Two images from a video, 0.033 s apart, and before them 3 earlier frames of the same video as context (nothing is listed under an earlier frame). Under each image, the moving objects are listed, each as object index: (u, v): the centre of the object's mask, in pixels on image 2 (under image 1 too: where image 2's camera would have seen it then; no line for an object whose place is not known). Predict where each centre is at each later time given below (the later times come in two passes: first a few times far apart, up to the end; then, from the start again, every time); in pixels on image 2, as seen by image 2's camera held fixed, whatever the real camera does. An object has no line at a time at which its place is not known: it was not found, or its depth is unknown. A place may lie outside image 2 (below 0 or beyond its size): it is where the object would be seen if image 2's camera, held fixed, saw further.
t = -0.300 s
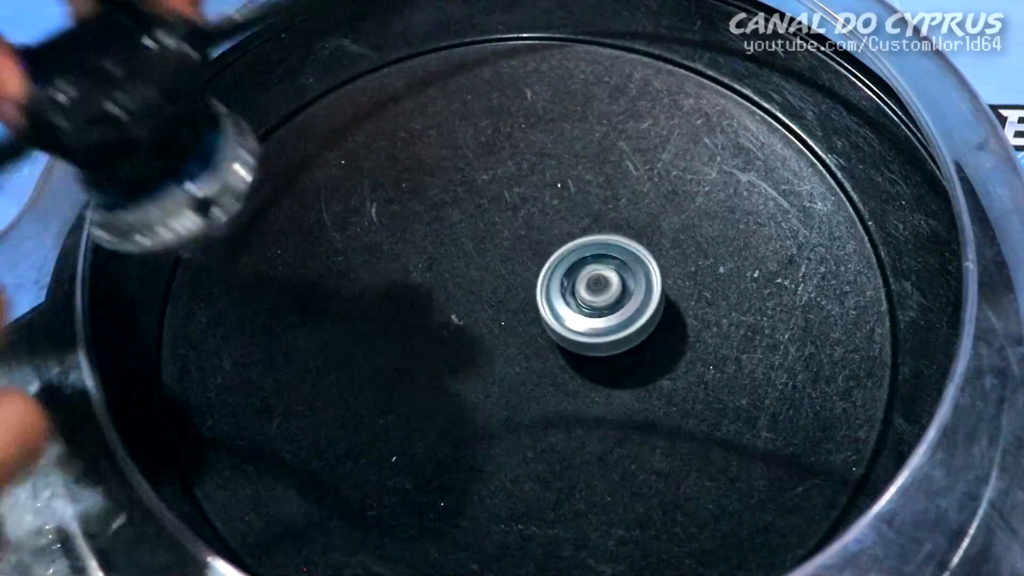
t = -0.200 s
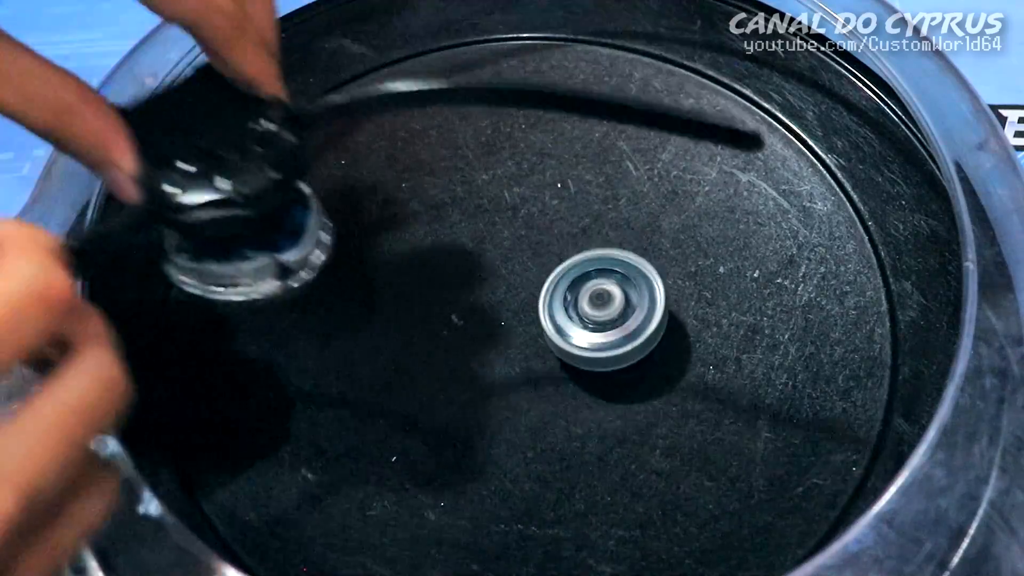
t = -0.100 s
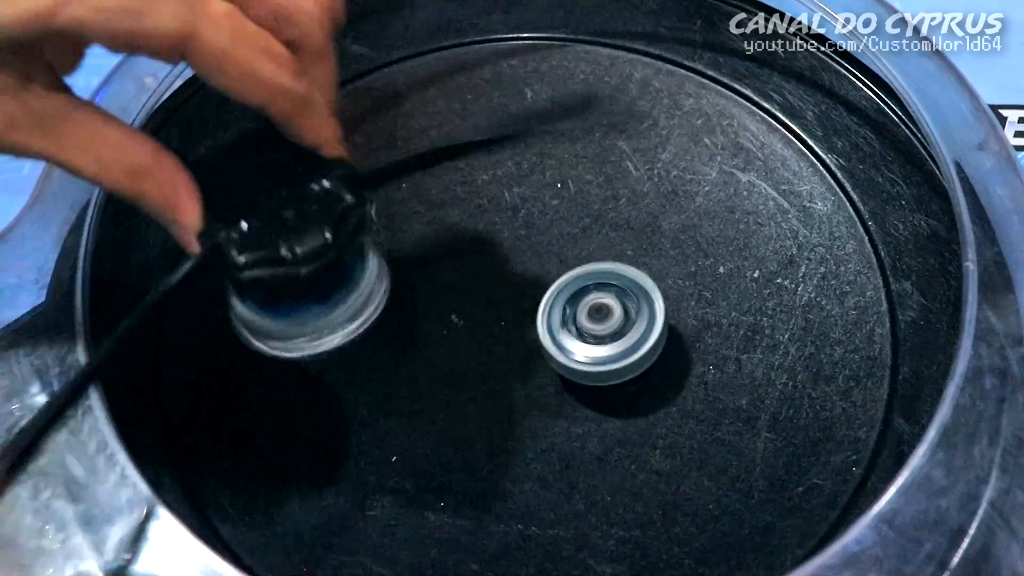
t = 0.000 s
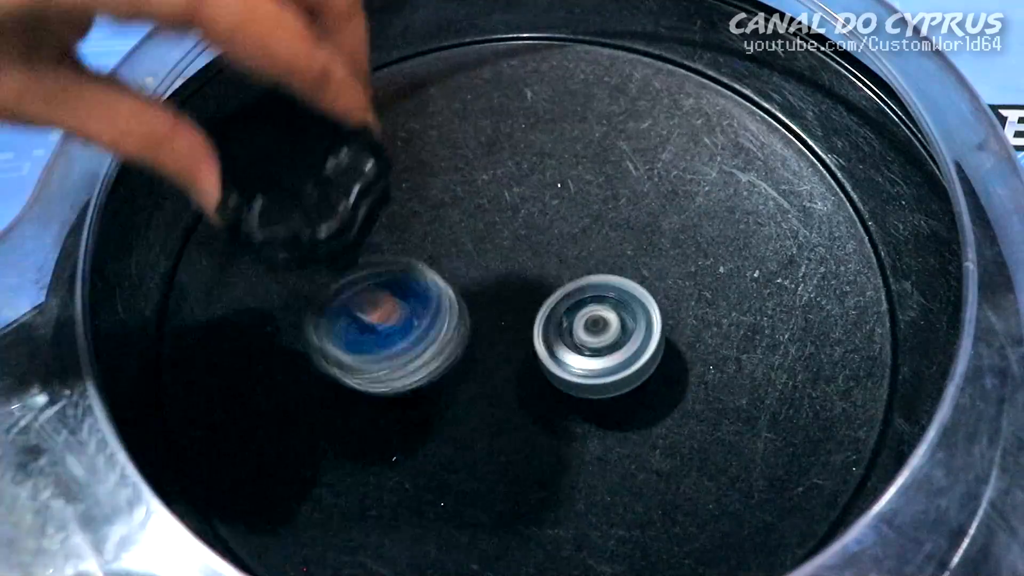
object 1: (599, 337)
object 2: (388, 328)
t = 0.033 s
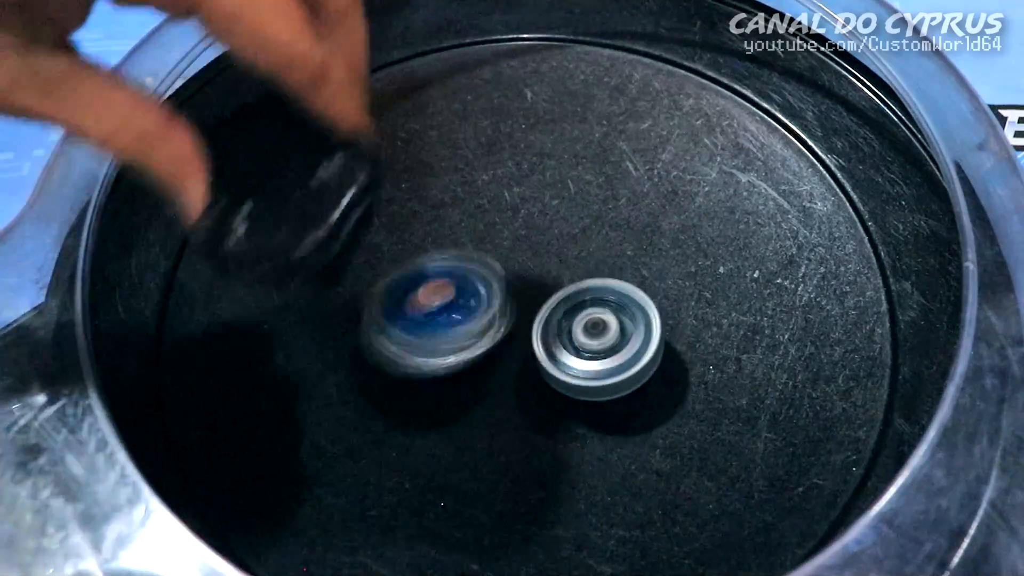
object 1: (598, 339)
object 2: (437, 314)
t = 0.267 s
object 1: (819, 518)
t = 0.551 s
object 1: (831, 486)
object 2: (404, 237)
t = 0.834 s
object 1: (705, 406)
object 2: (431, 462)
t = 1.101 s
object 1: (574, 358)
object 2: (410, 470)
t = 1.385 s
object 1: (467, 318)
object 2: (396, 435)
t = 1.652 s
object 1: (407, 268)
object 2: (402, 387)
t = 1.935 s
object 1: (408, 39)
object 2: (459, 480)
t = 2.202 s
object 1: (434, 172)
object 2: (535, 399)
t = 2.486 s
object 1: (490, 208)
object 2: (594, 333)
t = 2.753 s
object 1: (553, 204)
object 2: (651, 331)
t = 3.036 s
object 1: (596, 245)
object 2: (692, 350)
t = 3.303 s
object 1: (580, 275)
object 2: (706, 385)
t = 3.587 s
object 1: (522, 323)
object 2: (690, 417)
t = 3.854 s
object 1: (386, 333)
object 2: (666, 450)
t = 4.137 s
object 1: (350, 361)
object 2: (582, 415)
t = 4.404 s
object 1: (368, 363)
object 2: (520, 358)
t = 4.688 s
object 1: (376, 333)
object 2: (542, 287)
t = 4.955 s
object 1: (439, 305)
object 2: (558, 244)
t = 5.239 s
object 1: (480, 296)
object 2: (606, 225)
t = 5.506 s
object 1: (517, 303)
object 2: (656, 234)
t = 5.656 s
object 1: (536, 309)
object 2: (664, 254)
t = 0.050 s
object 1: (598, 341)
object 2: (456, 297)
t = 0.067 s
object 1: (598, 345)
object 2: (478, 283)
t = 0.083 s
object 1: (621, 365)
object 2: (484, 253)
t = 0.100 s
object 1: (658, 395)
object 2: (476, 220)
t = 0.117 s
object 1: (693, 429)
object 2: (469, 181)
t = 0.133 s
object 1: (723, 455)
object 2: (465, 144)
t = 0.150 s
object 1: (751, 480)
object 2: (458, 113)
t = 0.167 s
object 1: (772, 496)
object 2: (452, 82)
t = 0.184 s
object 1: (786, 503)
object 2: (446, 51)
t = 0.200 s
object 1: (796, 506)
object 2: (439, 34)
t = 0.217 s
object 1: (804, 510)
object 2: (433, 21)
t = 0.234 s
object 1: (810, 515)
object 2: (425, 15)
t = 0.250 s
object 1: (815, 516)
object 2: (419, 9)
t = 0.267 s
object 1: (819, 518)
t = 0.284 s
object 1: (821, 519)
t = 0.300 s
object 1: (824, 519)
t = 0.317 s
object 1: (826, 517)
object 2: (405, 10)
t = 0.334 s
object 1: (828, 515)
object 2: (405, 13)
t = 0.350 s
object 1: (830, 512)
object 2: (404, 17)
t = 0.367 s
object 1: (832, 509)
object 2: (403, 21)
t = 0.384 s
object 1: (834, 507)
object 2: (404, 28)
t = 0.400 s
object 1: (835, 505)
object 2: (403, 35)
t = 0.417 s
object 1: (835, 502)
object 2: (402, 45)
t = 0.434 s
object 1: (835, 500)
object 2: (402, 59)
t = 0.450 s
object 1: (835, 497)
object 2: (401, 82)
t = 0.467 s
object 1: (835, 496)
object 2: (401, 107)
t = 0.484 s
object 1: (836, 493)
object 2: (400, 132)
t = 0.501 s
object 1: (836, 490)
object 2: (401, 159)
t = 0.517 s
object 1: (835, 488)
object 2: (401, 184)
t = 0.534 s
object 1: (833, 487)
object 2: (402, 210)
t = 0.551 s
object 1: (831, 486)
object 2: (404, 237)
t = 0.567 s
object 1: (830, 485)
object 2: (405, 262)
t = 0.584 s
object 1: (828, 483)
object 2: (407, 285)
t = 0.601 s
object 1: (825, 482)
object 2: (410, 310)
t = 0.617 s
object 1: (822, 481)
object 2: (413, 333)
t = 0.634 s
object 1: (817, 478)
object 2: (415, 352)
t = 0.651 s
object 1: (810, 473)
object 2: (418, 371)
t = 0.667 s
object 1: (801, 466)
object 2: (422, 389)
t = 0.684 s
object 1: (790, 459)
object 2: (424, 403)
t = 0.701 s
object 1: (781, 453)
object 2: (427, 416)
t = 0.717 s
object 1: (771, 445)
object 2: (430, 428)
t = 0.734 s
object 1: (761, 439)
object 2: (431, 436)
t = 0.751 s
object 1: (752, 433)
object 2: (432, 443)
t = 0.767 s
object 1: (744, 428)
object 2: (432, 449)
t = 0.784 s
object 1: (734, 422)
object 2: (432, 453)
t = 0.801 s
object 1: (724, 416)
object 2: (432, 457)
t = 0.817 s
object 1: (715, 411)
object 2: (432, 461)
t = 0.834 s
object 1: (705, 406)
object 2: (431, 462)
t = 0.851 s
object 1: (696, 402)
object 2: (430, 465)
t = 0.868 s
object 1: (687, 397)
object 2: (428, 466)
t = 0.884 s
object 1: (678, 393)
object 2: (427, 467)
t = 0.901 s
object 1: (669, 390)
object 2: (425, 469)
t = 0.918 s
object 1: (660, 387)
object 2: (423, 471)
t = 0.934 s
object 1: (651, 384)
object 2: (422, 472)
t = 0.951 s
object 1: (642, 380)
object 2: (420, 473)
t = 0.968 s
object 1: (634, 377)
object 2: (420, 473)
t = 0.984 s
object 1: (627, 375)
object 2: (419, 473)
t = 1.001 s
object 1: (620, 372)
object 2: (417, 473)
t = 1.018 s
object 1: (612, 369)
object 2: (417, 473)
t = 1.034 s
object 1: (605, 367)
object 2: (415, 472)
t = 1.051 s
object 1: (597, 366)
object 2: (414, 472)
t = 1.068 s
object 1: (590, 363)
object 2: (413, 472)
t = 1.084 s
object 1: (582, 361)
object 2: (411, 470)
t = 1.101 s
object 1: (574, 358)
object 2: (410, 470)
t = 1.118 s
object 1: (567, 356)
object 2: (409, 469)
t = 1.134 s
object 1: (560, 353)
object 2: (408, 467)
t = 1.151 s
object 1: (553, 351)
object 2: (407, 466)
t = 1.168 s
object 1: (546, 348)
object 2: (407, 465)
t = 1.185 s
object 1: (540, 346)
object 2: (406, 463)
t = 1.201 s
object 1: (534, 344)
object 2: (405, 461)
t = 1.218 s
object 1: (527, 342)
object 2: (404, 459)
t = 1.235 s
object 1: (520, 339)
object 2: (403, 457)
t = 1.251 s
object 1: (513, 337)
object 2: (401, 455)
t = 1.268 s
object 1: (507, 335)
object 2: (401, 453)
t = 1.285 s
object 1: (501, 333)
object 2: (400, 450)
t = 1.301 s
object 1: (495, 330)
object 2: (399, 448)
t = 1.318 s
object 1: (489, 327)
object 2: (399, 446)
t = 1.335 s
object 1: (483, 326)
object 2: (398, 443)
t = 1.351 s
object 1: (478, 323)
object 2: (397, 440)
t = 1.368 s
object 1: (473, 321)
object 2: (397, 438)
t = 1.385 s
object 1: (467, 318)
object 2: (396, 435)
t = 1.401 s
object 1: (462, 316)
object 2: (394, 432)
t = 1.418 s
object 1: (457, 314)
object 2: (394, 430)
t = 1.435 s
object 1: (453, 311)
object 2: (394, 427)
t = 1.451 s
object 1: (449, 308)
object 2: (394, 424)
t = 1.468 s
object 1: (444, 306)
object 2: (395, 422)
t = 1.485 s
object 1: (441, 304)
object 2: (395, 418)
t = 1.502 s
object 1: (437, 302)
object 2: (395, 415)
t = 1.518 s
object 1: (434, 298)
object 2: (396, 412)
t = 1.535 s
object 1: (431, 294)
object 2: (396, 409)
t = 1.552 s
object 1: (429, 289)
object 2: (396, 407)
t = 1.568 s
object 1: (426, 284)
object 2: (396, 405)
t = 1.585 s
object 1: (423, 280)
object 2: (396, 401)
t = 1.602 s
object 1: (419, 277)
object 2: (397, 398)
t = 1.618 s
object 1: (415, 274)
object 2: (399, 395)
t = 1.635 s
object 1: (411, 271)
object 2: (401, 390)
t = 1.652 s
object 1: (407, 268)
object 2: (402, 387)
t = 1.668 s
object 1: (402, 265)
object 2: (404, 385)
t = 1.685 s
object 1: (402, 245)
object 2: (402, 401)
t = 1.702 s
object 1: (405, 220)
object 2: (401, 423)
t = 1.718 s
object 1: (406, 194)
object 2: (400, 443)
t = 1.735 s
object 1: (409, 171)
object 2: (401, 460)
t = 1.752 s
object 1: (411, 151)
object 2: (403, 475)
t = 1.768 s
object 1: (412, 133)
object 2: (407, 487)
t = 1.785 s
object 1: (413, 115)
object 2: (411, 496)
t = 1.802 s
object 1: (413, 98)
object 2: (415, 502)
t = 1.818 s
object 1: (412, 84)
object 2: (421, 503)
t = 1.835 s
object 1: (411, 68)
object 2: (426, 504)
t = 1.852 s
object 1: (409, 54)
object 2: (431, 502)
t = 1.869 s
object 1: (407, 46)
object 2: (437, 498)
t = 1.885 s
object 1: (407, 41)
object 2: (443, 495)
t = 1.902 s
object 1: (408, 40)
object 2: (448, 490)
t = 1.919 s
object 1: (407, 39)
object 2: (454, 485)
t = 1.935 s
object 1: (408, 39)
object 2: (459, 480)
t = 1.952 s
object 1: (408, 41)
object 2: (465, 475)
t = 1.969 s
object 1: (409, 44)
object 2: (470, 470)
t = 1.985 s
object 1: (409, 49)
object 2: (475, 465)
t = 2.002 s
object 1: (410, 56)
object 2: (480, 459)
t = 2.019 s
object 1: (412, 64)
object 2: (486, 454)
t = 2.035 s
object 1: (413, 74)
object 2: (491, 448)
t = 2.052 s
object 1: (414, 84)
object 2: (495, 442)
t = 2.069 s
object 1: (416, 93)
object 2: (500, 438)
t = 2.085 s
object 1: (418, 102)
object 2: (505, 432)
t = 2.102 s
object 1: (419, 113)
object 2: (509, 427)
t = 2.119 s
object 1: (421, 123)
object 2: (513, 423)
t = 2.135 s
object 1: (423, 133)
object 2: (518, 417)
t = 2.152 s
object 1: (426, 144)
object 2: (522, 413)
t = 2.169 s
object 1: (428, 154)
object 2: (527, 408)
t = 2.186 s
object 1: (431, 163)
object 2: (531, 403)
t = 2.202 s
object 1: (434, 172)
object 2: (535, 399)
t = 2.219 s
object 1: (437, 180)
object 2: (540, 393)
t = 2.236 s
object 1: (440, 186)
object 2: (543, 389)
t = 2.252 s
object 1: (443, 192)
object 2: (547, 385)
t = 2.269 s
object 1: (446, 196)
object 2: (551, 379)
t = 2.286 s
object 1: (449, 200)
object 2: (554, 376)
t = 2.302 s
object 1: (451, 202)
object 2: (558, 371)
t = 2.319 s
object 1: (454, 205)
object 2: (561, 367)
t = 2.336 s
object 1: (457, 206)
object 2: (565, 364)
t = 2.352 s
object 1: (460, 207)
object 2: (568, 360)
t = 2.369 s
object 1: (463, 207)
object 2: (571, 356)
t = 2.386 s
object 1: (467, 208)
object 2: (575, 353)
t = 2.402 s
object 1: (470, 207)
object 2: (579, 349)
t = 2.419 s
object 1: (474, 207)
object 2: (582, 346)
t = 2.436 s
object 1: (478, 208)
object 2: (585, 342)
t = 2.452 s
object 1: (482, 208)
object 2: (588, 339)
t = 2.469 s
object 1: (486, 208)
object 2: (591, 336)
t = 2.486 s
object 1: (490, 208)
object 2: (594, 333)
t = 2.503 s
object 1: (494, 209)
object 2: (597, 330)
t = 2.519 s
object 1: (499, 208)
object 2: (600, 328)
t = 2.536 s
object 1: (503, 209)
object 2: (603, 326)
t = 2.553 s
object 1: (508, 210)
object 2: (605, 324)
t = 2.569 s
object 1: (513, 210)
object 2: (608, 322)
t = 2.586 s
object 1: (517, 210)
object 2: (611, 319)
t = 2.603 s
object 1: (522, 211)
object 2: (614, 317)
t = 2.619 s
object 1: (527, 213)
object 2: (616, 315)
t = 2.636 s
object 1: (532, 213)
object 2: (619, 312)
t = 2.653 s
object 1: (536, 215)
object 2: (622, 310)
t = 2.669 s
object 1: (540, 217)
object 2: (625, 308)
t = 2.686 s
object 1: (544, 217)
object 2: (628, 308)
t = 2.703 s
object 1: (546, 212)
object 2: (635, 316)
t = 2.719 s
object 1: (547, 208)
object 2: (640, 322)
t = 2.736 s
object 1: (550, 205)
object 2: (646, 327)
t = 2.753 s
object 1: (553, 204)
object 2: (651, 331)
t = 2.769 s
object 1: (558, 204)
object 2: (654, 334)
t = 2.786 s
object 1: (562, 207)
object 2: (656, 336)
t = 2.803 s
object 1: (567, 209)
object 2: (658, 337)
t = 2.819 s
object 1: (570, 211)
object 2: (659, 338)
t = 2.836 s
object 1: (573, 214)
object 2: (661, 338)
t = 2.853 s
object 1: (576, 217)
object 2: (662, 338)
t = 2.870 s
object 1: (578, 219)
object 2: (665, 338)
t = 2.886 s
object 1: (580, 221)
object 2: (667, 339)
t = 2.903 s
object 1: (584, 225)
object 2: (669, 339)
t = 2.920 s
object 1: (586, 227)
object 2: (672, 339)
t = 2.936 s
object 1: (588, 230)
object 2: (674, 339)
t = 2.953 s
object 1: (591, 234)
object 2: (677, 340)
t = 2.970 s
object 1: (594, 237)
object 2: (680, 340)
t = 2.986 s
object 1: (595, 240)
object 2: (681, 340)
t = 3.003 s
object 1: (597, 245)
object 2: (684, 341)
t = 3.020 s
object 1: (598, 247)
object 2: (685, 342)
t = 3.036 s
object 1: (596, 245)
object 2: (692, 350)
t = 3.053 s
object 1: (592, 241)
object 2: (697, 358)
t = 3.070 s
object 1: (589, 239)
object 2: (700, 362)
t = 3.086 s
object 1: (588, 239)
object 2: (703, 366)
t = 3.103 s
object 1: (587, 240)
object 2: (705, 369)
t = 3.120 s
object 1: (586, 242)
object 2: (706, 371)
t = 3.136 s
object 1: (586, 244)
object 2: (708, 372)
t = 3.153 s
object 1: (586, 246)
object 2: (708, 373)
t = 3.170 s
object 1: (584, 249)
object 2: (709, 374)
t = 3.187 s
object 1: (584, 251)
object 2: (709, 375)
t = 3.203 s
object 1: (584, 254)
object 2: (709, 376)
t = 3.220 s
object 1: (583, 257)
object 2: (709, 377)
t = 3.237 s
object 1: (582, 260)
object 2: (708, 378)
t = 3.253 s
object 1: (582, 264)
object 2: (708, 380)
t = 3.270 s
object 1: (582, 267)
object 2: (708, 382)
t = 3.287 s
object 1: (581, 271)
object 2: (706, 383)
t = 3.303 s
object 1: (580, 275)
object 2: (706, 385)
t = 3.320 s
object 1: (579, 278)
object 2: (705, 386)
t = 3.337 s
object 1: (578, 283)
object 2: (703, 387)
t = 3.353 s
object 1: (576, 287)
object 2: (702, 388)
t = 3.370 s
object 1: (575, 290)
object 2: (699, 388)
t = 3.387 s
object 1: (574, 295)
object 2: (697, 390)
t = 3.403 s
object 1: (572, 299)
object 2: (695, 390)
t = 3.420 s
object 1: (571, 303)
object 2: (692, 391)
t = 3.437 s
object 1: (570, 307)
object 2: (690, 393)
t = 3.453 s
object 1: (567, 312)
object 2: (686, 394)
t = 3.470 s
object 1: (566, 316)
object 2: (685, 396)
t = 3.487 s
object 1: (564, 320)
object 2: (681, 396)
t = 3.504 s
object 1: (561, 325)
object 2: (678, 397)
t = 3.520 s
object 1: (559, 329)
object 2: (676, 397)
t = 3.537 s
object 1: (556, 333)
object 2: (672, 397)
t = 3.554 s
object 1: (553, 336)
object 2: (669, 399)
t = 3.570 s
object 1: (540, 331)
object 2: (678, 408)
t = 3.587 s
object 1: (522, 323)
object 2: (690, 417)
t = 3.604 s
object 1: (506, 316)
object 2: (699, 427)
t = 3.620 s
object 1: (490, 310)
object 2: (704, 435)
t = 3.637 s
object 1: (477, 306)
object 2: (708, 442)
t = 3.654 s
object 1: (465, 303)
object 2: (710, 448)
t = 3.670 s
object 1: (453, 302)
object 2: (708, 451)
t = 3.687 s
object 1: (445, 304)
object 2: (707, 455)
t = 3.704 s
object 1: (436, 306)
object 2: (702, 455)
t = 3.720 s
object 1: (428, 308)
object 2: (700, 457)
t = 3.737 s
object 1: (421, 311)
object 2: (696, 456)
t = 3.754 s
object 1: (415, 314)
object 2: (692, 455)
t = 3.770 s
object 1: (409, 318)
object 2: (688, 455)
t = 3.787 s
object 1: (405, 321)
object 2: (683, 453)
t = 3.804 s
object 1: (400, 325)
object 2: (680, 453)
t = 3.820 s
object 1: (394, 328)
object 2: (675, 452)
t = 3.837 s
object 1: (390, 331)
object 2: (670, 452)
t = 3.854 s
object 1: (386, 333)
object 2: (666, 450)
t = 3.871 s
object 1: (382, 336)
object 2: (662, 449)
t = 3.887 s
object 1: (379, 339)
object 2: (658, 449)
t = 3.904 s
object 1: (376, 341)
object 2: (652, 447)
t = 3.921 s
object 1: (372, 343)
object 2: (648, 446)
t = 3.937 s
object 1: (369, 345)
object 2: (644, 444)
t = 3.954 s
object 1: (366, 347)
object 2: (638, 442)
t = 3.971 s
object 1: (364, 349)
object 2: (634, 441)
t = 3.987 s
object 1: (361, 351)
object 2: (629, 438)
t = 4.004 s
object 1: (360, 353)
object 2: (625, 438)
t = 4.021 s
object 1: (357, 354)
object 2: (619, 434)
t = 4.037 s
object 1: (355, 356)
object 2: (613, 432)
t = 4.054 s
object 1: (354, 357)
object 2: (608, 430)
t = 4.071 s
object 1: (352, 358)
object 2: (602, 427)
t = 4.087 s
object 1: (351, 359)
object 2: (597, 425)
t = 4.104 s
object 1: (351, 360)
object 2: (592, 421)
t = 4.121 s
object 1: (350, 360)
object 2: (587, 418)
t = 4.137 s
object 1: (350, 361)
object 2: (582, 415)
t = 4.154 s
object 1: (351, 362)
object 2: (577, 411)
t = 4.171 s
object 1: (351, 363)
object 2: (573, 409)
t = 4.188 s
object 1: (351, 364)
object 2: (568, 405)
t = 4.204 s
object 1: (353, 365)
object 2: (564, 402)
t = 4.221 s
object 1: (353, 366)
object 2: (560, 398)
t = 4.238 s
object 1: (354, 367)
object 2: (555, 395)
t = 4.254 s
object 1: (355, 367)
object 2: (551, 392)
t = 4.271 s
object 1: (356, 367)
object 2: (547, 387)
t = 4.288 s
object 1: (357, 368)
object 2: (543, 385)
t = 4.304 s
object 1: (358, 367)
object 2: (539, 380)
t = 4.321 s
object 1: (359, 366)
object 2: (535, 377)
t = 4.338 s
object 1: (360, 366)
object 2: (532, 373)
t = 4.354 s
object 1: (362, 365)
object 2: (528, 369)
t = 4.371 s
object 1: (364, 364)
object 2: (525, 366)
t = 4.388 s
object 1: (365, 364)
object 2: (523, 361)
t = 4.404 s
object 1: (368, 363)
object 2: (520, 358)
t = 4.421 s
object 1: (369, 363)
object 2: (517, 353)
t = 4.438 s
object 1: (371, 363)
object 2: (514, 349)
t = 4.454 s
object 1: (373, 362)
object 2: (513, 345)
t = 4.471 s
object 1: (371, 361)
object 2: (513, 340)
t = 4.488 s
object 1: (370, 359)
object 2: (516, 336)
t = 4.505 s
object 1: (370, 357)
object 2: (517, 331)
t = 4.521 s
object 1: (369, 354)
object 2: (515, 327)
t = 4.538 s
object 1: (371, 352)
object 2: (515, 323)
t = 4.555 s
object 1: (374, 349)
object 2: (513, 320)
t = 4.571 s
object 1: (377, 347)
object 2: (513, 317)
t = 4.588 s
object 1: (377, 346)
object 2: (515, 311)
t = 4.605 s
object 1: (374, 343)
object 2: (521, 307)
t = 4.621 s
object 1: (371, 341)
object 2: (528, 302)
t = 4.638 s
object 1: (371, 339)
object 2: (533, 298)
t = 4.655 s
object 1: (371, 337)
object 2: (537, 294)
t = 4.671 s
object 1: (372, 335)
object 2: (540, 290)
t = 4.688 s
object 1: (376, 333)
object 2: (542, 287)
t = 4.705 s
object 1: (378, 329)
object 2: (543, 283)
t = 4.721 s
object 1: (382, 328)
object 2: (544, 281)
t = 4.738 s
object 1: (387, 325)
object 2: (545, 277)
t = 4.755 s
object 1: (392, 322)
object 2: (545, 275)
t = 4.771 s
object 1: (396, 321)
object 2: (546, 271)
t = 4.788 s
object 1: (402, 319)
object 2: (546, 269)
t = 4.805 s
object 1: (406, 318)
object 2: (546, 266)
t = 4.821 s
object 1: (410, 317)
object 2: (547, 263)
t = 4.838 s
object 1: (414, 316)
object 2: (548, 261)
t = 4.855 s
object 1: (417, 315)
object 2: (549, 257)
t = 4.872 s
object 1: (420, 314)
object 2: (550, 255)
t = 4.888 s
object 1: (424, 312)
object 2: (552, 252)
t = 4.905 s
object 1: (427, 310)
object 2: (553, 250)
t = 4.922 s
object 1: (431, 309)
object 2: (555, 248)
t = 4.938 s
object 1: (435, 306)
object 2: (557, 245)
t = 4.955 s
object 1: (439, 305)
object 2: (558, 244)
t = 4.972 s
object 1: (441, 304)
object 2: (561, 240)
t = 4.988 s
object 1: (438, 304)
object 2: (567, 237)
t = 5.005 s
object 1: (438, 304)
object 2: (572, 234)
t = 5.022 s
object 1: (440, 303)
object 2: (577, 232)
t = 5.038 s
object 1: (442, 303)
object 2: (580, 230)
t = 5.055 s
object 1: (445, 303)
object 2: (583, 230)
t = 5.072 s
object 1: (447, 302)
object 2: (585, 229)
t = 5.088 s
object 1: (449, 301)
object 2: (587, 228)
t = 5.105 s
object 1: (451, 300)
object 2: (589, 228)
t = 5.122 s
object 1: (454, 298)
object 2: (591, 227)
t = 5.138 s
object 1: (457, 298)
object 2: (594, 226)
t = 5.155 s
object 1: (461, 298)
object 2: (597, 226)
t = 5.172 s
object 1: (465, 296)
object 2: (599, 226)
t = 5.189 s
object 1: (468, 297)
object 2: (601, 225)
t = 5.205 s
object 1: (472, 296)
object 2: (603, 225)
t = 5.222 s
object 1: (476, 295)
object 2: (605, 225)
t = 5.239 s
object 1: (480, 296)
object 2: (606, 225)
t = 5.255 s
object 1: (484, 296)
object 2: (609, 225)
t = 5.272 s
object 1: (487, 296)
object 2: (611, 226)
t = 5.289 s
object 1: (491, 296)
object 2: (613, 226)
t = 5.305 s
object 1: (495, 295)
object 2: (615, 227)
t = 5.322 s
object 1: (498, 294)
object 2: (616, 228)
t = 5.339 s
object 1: (503, 294)
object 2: (619, 228)
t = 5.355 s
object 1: (506, 294)
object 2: (621, 229)
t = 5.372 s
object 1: (510, 295)
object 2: (623, 230)
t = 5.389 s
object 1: (513, 295)
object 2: (626, 231)
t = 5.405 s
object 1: (515, 296)
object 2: (629, 231)
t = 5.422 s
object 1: (512, 299)
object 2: (637, 230)
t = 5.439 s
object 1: (511, 301)
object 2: (644, 229)
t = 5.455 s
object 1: (512, 302)
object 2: (649, 230)
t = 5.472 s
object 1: (513, 303)
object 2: (652, 231)
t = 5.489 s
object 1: (515, 303)
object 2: (655, 232)
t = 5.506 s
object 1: (517, 303)
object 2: (656, 234)
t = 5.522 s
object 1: (519, 304)
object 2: (658, 236)
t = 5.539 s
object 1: (522, 303)
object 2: (659, 238)
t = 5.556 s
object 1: (524, 304)
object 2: (661, 240)
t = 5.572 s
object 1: (527, 304)
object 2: (662, 242)
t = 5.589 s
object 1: (528, 305)
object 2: (662, 244)
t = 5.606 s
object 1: (530, 306)
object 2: (664, 247)
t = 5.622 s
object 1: (532, 307)
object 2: (664, 249)
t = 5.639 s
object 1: (533, 308)
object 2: (665, 252)
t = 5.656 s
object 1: (536, 309)
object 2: (664, 254)
